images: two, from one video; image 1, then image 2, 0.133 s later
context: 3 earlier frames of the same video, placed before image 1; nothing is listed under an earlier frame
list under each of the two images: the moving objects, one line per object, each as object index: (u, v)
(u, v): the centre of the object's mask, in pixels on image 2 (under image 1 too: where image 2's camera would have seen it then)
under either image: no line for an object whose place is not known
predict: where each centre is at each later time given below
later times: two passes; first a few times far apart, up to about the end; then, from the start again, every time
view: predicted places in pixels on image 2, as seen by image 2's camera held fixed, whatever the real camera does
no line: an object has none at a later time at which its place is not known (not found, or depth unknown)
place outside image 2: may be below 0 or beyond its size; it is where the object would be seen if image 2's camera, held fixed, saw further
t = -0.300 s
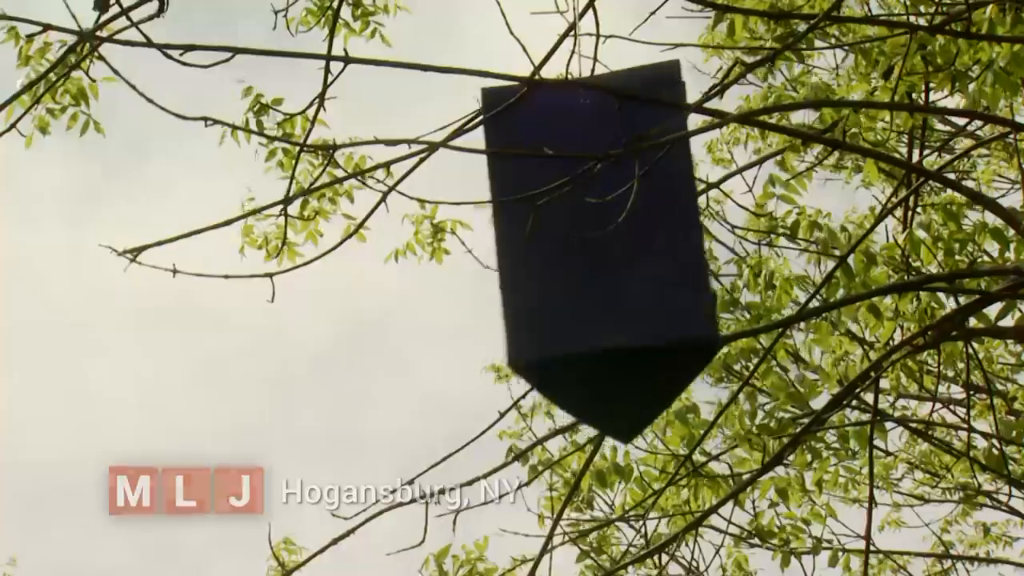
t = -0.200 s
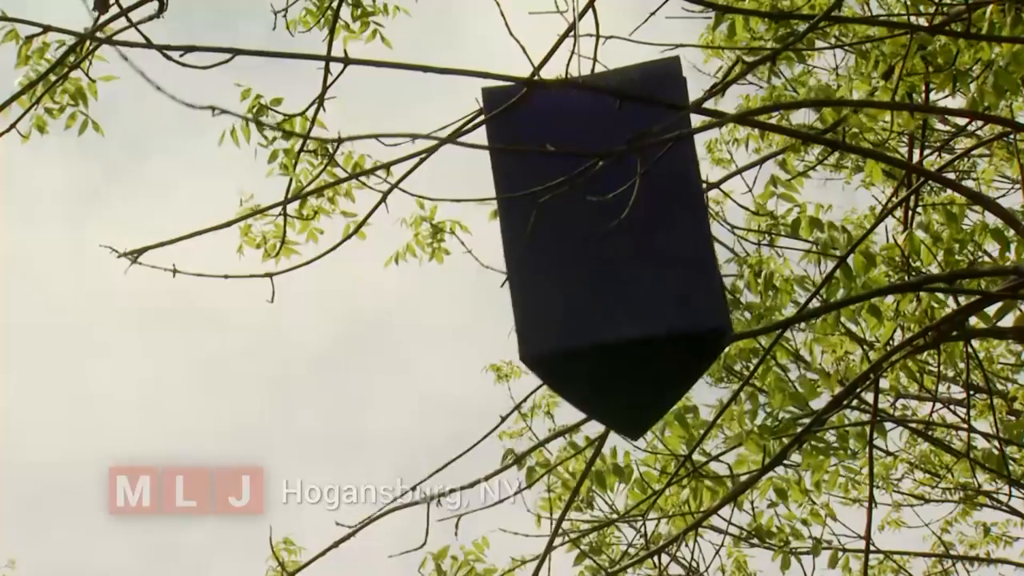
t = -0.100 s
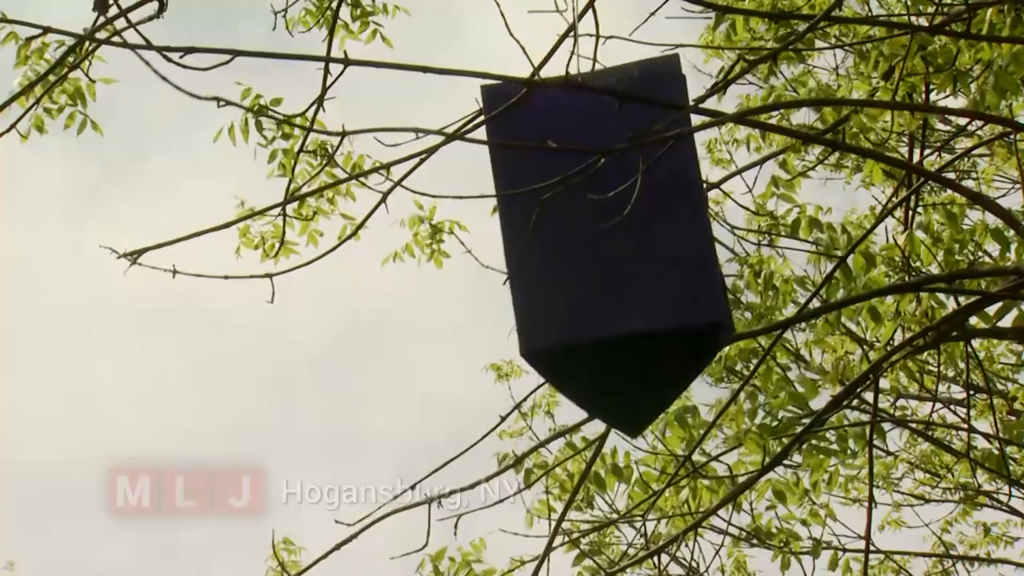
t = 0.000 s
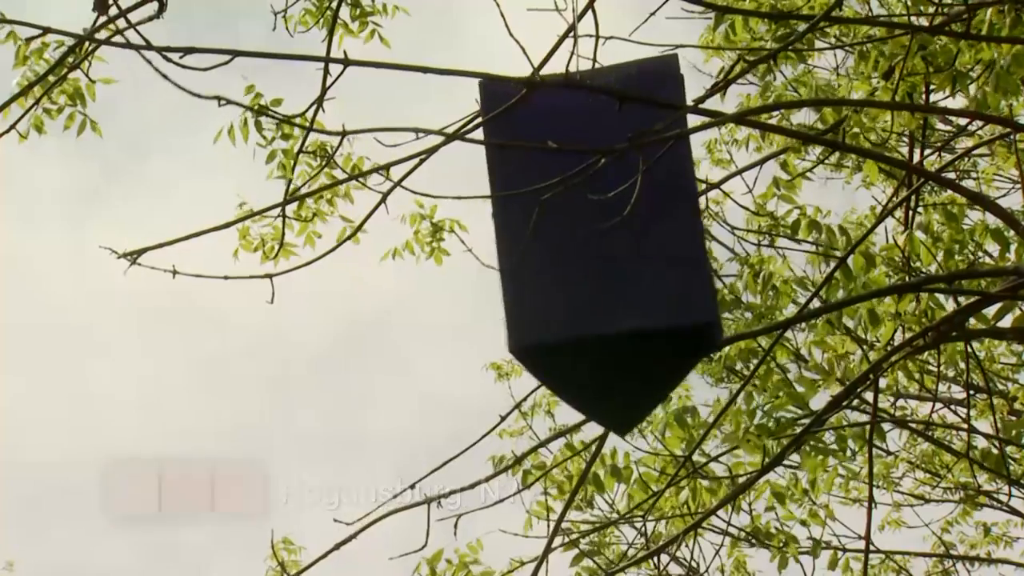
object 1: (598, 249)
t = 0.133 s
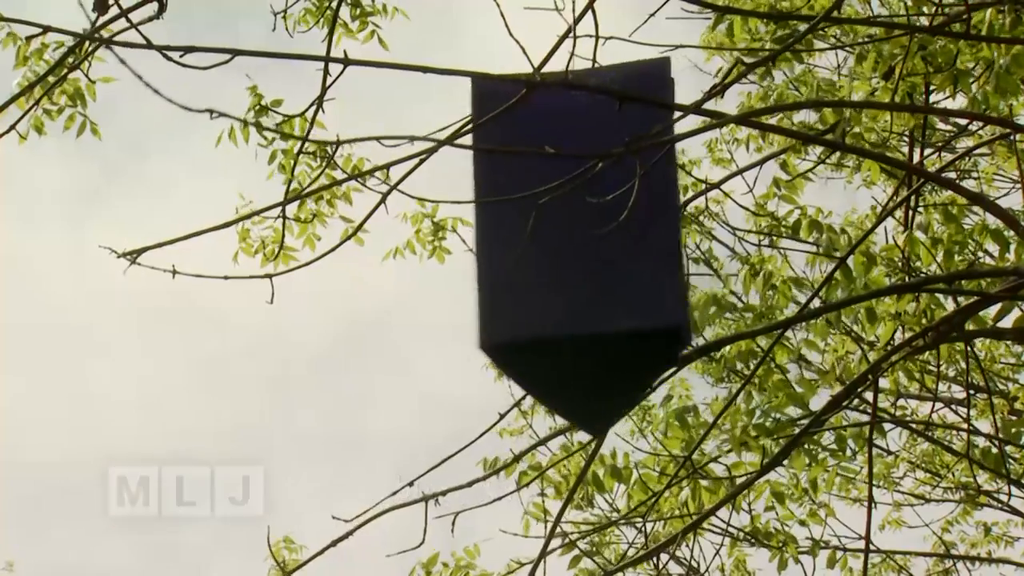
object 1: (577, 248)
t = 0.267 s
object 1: (548, 247)
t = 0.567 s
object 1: (478, 258)
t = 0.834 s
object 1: (457, 290)
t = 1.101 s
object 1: (504, 271)
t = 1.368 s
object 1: (582, 254)
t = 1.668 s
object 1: (649, 220)
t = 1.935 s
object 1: (649, 219)
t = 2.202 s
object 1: (606, 237)
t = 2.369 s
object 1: (575, 250)
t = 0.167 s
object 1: (571, 247)
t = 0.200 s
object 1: (563, 247)
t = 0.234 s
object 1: (556, 247)
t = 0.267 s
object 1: (548, 247)
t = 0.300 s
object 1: (539, 248)
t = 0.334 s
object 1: (530, 249)
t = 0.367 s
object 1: (522, 249)
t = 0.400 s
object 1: (514, 251)
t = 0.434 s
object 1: (506, 252)
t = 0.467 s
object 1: (498, 253)
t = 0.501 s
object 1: (491, 255)
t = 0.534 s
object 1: (484, 256)
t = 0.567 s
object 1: (478, 258)
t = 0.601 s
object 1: (472, 260)
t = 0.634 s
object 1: (467, 262)
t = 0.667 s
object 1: (463, 264)
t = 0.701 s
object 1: (455, 278)
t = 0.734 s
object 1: (461, 275)
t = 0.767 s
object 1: (454, 279)
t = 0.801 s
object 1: (461, 276)
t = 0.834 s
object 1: (457, 290)
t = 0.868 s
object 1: (464, 276)
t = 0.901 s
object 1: (467, 276)
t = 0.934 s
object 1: (471, 276)
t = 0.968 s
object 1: (470, 290)
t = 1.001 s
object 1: (480, 267)
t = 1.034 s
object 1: (488, 274)
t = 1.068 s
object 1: (495, 266)
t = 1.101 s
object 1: (504, 271)
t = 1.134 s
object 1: (511, 265)
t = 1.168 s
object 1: (522, 268)
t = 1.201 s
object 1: (531, 266)
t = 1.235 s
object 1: (542, 264)
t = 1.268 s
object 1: (551, 262)
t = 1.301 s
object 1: (561, 259)
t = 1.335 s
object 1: (571, 250)
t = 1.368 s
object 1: (582, 254)
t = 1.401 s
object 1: (591, 252)
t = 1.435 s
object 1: (601, 250)
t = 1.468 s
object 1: (608, 237)
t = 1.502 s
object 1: (618, 246)
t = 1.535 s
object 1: (626, 244)
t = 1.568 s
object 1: (634, 242)
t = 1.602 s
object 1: (641, 241)
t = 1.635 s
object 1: (644, 222)
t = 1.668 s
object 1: (649, 220)
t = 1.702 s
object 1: (653, 218)
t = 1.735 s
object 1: (655, 218)
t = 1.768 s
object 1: (656, 217)
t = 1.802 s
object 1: (657, 216)
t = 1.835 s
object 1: (656, 216)
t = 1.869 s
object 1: (655, 217)
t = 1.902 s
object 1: (652, 217)
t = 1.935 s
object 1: (649, 219)
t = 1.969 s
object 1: (645, 219)
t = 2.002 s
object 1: (641, 222)
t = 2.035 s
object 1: (636, 224)
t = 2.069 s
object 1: (631, 227)
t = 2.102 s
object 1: (625, 228)
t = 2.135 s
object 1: (619, 231)
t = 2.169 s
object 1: (613, 234)
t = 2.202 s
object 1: (606, 237)
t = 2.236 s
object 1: (599, 239)
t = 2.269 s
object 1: (594, 252)
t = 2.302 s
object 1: (587, 246)
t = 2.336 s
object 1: (581, 248)
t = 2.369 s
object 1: (575, 250)
